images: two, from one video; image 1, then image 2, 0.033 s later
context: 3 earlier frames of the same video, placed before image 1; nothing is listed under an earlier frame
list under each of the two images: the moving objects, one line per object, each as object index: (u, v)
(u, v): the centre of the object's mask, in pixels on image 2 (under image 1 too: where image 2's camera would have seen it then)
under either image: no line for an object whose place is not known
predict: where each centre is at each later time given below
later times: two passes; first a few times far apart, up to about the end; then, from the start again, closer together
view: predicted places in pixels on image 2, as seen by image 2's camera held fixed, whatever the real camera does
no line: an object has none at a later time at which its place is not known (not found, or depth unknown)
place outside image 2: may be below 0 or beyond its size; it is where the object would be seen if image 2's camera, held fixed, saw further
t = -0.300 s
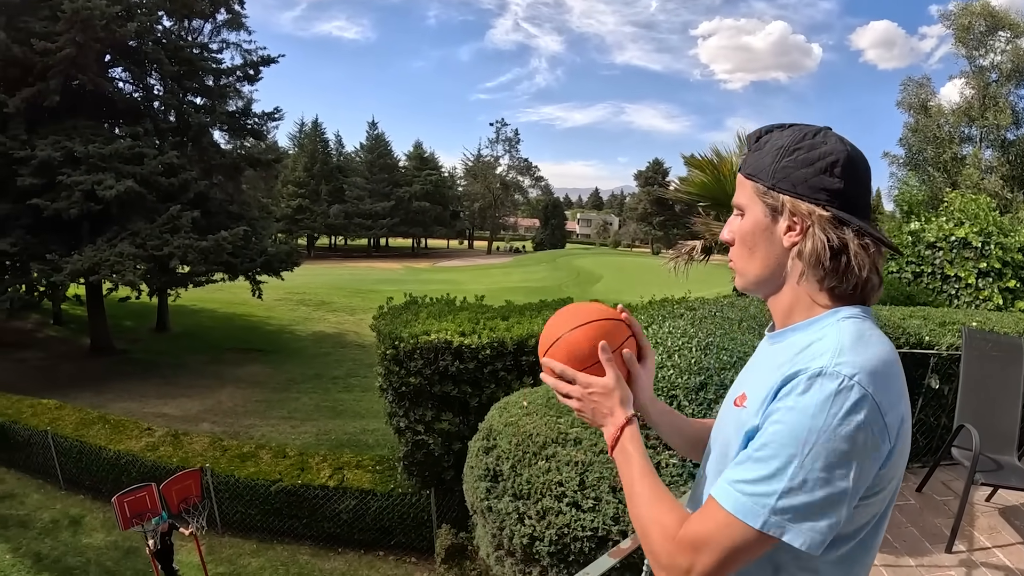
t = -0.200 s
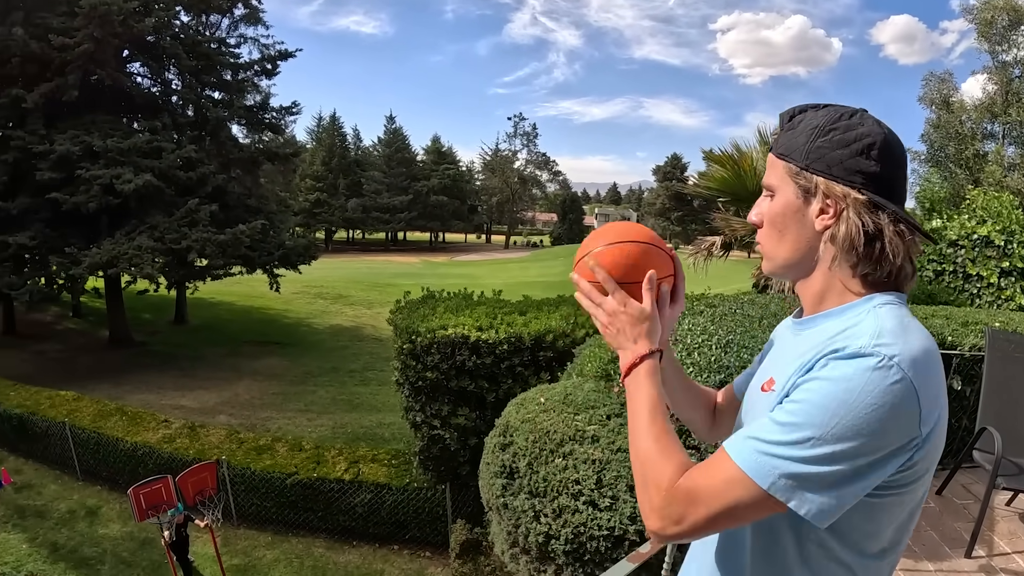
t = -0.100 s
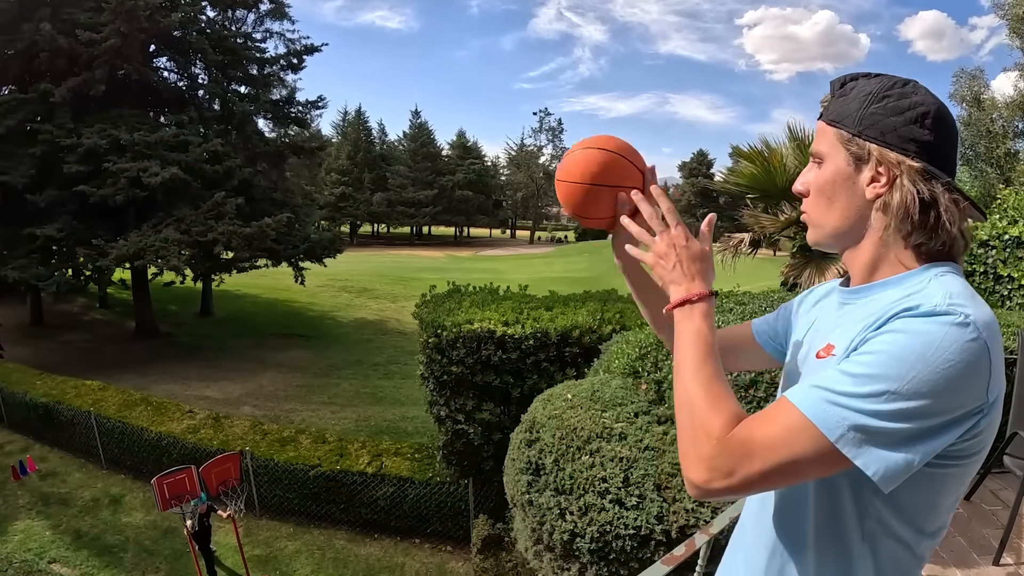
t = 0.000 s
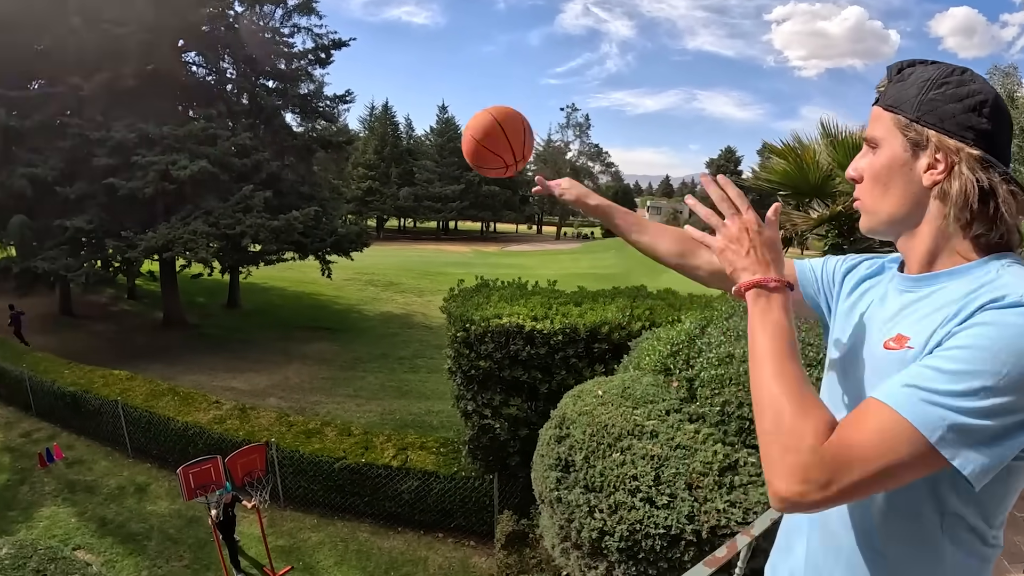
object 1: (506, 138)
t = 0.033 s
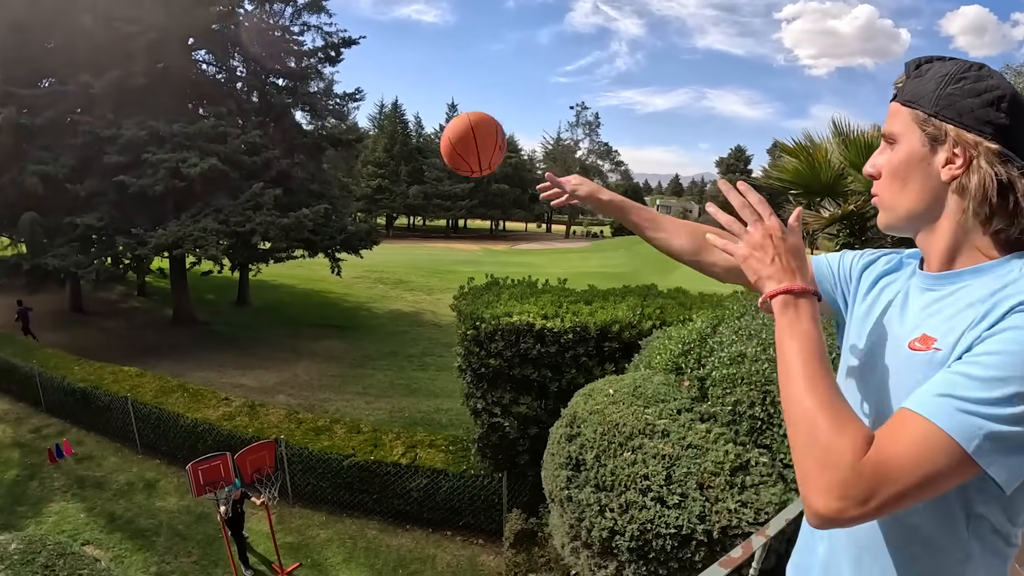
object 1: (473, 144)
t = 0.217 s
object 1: (368, 208)
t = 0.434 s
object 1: (310, 307)
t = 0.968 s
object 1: (323, 510)
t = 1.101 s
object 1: (346, 546)
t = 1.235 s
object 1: (355, 521)
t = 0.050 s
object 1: (459, 148)
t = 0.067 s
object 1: (447, 153)
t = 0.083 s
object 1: (435, 157)
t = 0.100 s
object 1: (424, 163)
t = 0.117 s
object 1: (414, 169)
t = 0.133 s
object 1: (405, 174)
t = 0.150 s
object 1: (396, 181)
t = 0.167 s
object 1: (388, 187)
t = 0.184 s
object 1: (381, 194)
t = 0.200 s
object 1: (374, 201)
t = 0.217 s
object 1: (368, 208)
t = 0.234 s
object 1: (362, 215)
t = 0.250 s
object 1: (356, 222)
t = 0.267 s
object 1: (351, 230)
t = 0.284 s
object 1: (346, 237)
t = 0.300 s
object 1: (341, 245)
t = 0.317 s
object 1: (337, 253)
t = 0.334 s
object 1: (333, 261)
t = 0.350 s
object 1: (329, 268)
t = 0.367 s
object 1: (324, 276)
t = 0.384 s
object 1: (320, 284)
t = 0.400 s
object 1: (316, 292)
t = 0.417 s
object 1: (313, 299)
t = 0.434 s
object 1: (310, 307)
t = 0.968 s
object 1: (323, 510)
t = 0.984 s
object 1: (325, 515)
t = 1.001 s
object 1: (329, 521)
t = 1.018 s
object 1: (332, 526)
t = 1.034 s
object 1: (335, 532)
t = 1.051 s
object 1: (338, 538)
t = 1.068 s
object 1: (341, 543)
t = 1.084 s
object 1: (344, 549)
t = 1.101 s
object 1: (346, 546)
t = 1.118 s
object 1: (347, 542)
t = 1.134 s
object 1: (348, 539)
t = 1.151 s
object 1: (349, 536)
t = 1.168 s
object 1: (351, 533)
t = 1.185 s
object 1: (352, 530)
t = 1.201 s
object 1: (353, 526)
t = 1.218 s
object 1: (354, 524)
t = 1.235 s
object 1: (355, 521)
